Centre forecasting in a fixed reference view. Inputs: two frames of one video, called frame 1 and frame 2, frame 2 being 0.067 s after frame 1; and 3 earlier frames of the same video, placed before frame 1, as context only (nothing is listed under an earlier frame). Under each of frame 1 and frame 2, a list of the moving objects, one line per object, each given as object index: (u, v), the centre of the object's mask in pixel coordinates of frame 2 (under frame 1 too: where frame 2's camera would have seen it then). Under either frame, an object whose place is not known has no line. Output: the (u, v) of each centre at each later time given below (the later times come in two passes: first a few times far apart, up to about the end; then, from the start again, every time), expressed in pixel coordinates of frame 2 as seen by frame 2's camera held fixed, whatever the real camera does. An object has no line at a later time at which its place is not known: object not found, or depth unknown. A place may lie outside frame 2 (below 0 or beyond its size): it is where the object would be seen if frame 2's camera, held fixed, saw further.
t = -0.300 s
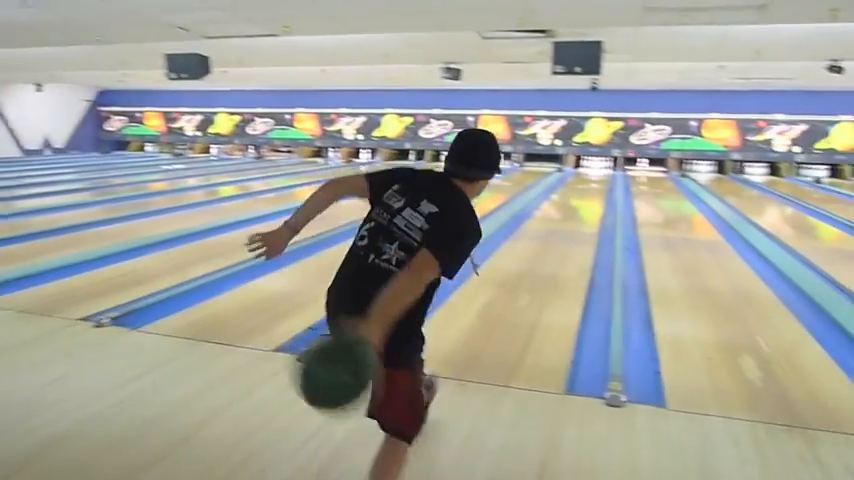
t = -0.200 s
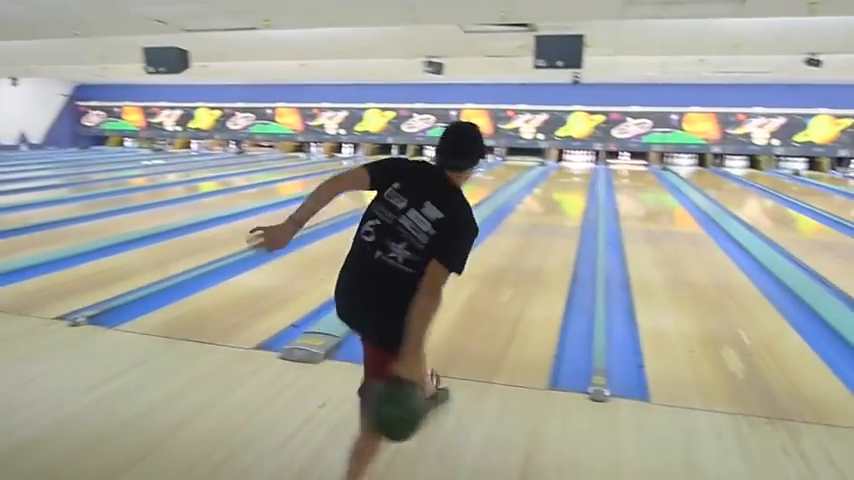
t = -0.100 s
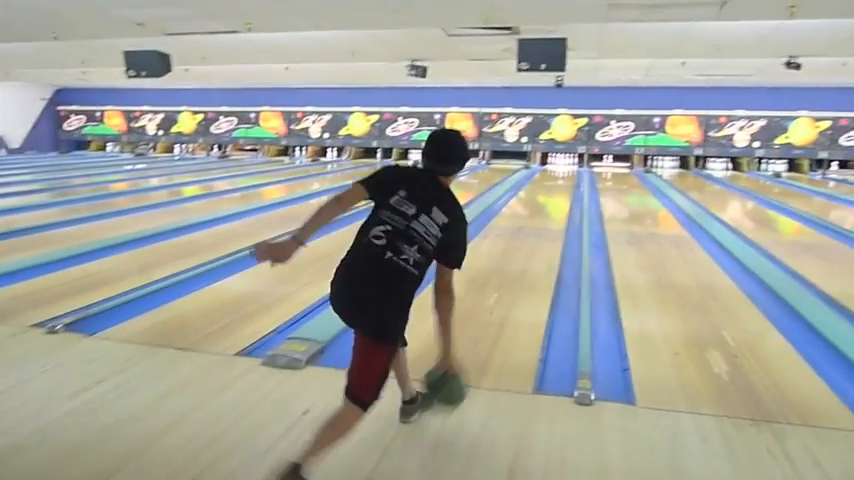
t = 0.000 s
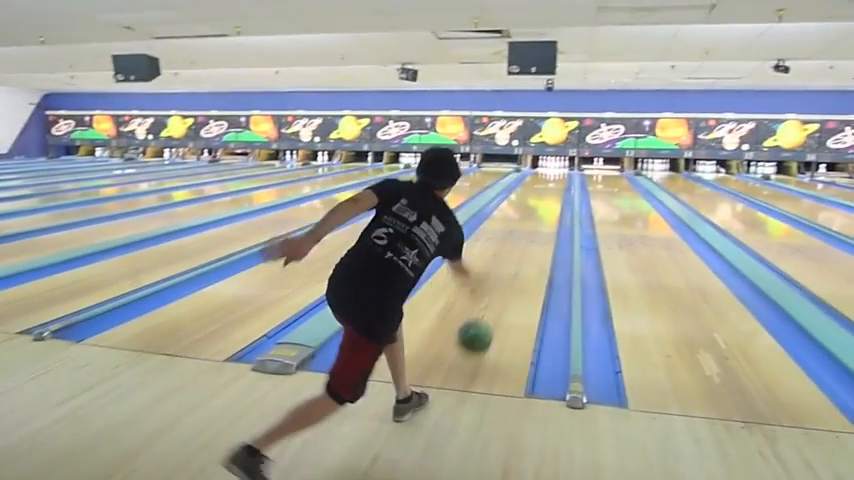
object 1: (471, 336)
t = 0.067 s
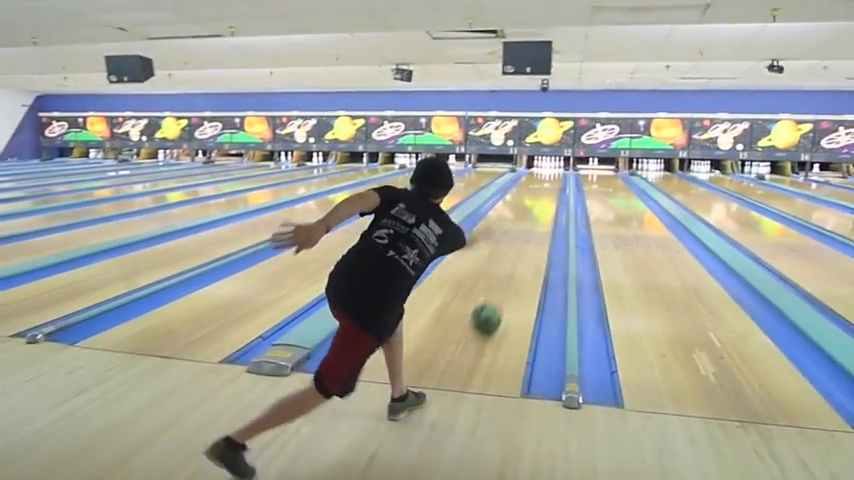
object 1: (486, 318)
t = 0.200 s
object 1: (508, 277)
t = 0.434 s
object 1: (530, 237)
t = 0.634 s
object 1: (540, 217)
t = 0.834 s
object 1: (548, 203)
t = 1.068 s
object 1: (555, 192)
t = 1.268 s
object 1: (558, 185)
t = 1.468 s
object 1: (561, 180)
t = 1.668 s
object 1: (565, 176)
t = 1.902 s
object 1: (567, 172)
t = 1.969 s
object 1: (568, 172)
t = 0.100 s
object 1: (492, 306)
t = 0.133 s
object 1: (498, 295)
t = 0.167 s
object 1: (504, 286)
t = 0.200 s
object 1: (508, 277)
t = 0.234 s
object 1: (512, 270)
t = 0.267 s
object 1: (516, 264)
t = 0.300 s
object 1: (519, 257)
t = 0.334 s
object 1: (523, 251)
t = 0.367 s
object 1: (525, 246)
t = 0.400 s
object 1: (528, 241)
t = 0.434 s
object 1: (530, 237)
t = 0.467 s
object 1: (532, 233)
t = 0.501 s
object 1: (534, 229)
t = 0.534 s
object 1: (536, 226)
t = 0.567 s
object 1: (538, 223)
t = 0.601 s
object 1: (539, 220)
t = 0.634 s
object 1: (540, 217)
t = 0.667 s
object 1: (542, 214)
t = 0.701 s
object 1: (543, 212)
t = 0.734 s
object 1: (545, 210)
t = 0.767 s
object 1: (546, 208)
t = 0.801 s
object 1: (547, 206)
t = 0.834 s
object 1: (548, 203)
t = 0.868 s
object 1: (549, 202)
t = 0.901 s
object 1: (550, 200)
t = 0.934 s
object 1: (551, 198)
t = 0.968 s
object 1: (552, 197)
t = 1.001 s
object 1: (553, 195)
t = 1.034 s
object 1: (554, 194)
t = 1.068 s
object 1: (555, 192)
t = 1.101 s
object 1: (556, 191)
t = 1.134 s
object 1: (556, 189)
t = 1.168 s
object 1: (557, 188)
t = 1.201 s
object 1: (557, 187)
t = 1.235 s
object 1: (558, 186)
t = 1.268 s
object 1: (558, 185)
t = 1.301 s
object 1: (559, 184)
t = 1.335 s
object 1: (559, 183)
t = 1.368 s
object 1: (559, 182)
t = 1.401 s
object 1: (560, 182)
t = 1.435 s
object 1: (561, 181)
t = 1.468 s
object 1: (561, 180)
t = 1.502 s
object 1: (562, 179)
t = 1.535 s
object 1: (562, 178)
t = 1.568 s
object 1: (562, 178)
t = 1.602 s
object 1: (563, 177)
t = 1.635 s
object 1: (564, 177)
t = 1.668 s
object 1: (565, 176)
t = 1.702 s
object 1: (565, 176)
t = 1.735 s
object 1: (566, 176)
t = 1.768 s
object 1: (567, 175)
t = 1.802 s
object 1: (567, 174)
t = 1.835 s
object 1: (566, 174)
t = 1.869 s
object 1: (567, 173)
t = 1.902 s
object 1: (567, 172)
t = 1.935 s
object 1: (568, 172)
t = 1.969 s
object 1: (568, 172)
